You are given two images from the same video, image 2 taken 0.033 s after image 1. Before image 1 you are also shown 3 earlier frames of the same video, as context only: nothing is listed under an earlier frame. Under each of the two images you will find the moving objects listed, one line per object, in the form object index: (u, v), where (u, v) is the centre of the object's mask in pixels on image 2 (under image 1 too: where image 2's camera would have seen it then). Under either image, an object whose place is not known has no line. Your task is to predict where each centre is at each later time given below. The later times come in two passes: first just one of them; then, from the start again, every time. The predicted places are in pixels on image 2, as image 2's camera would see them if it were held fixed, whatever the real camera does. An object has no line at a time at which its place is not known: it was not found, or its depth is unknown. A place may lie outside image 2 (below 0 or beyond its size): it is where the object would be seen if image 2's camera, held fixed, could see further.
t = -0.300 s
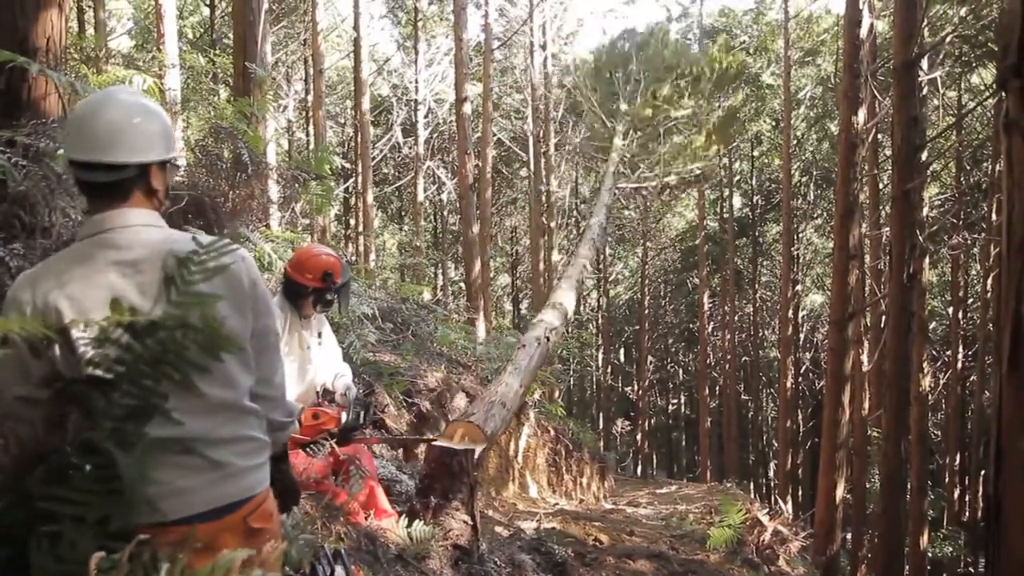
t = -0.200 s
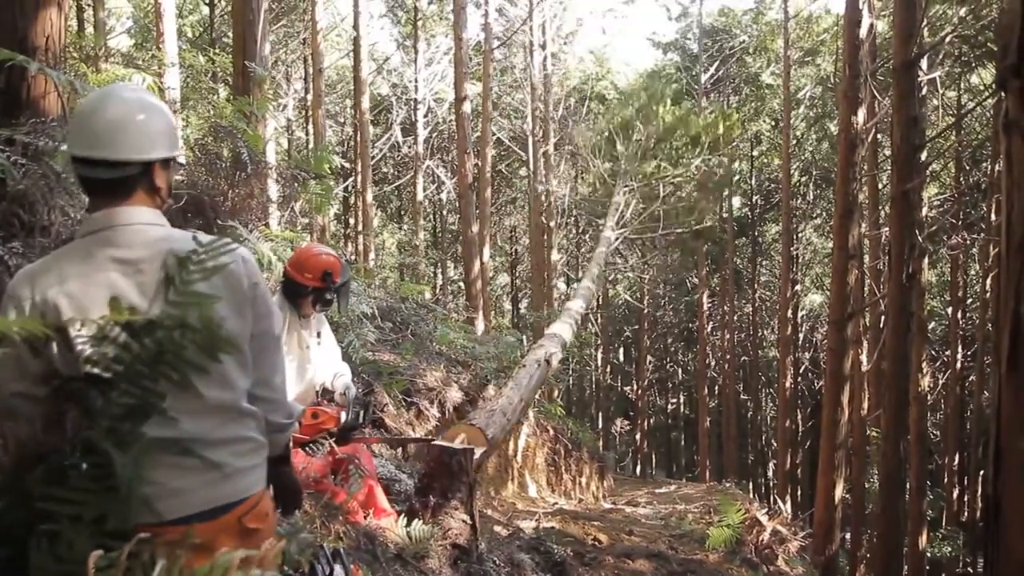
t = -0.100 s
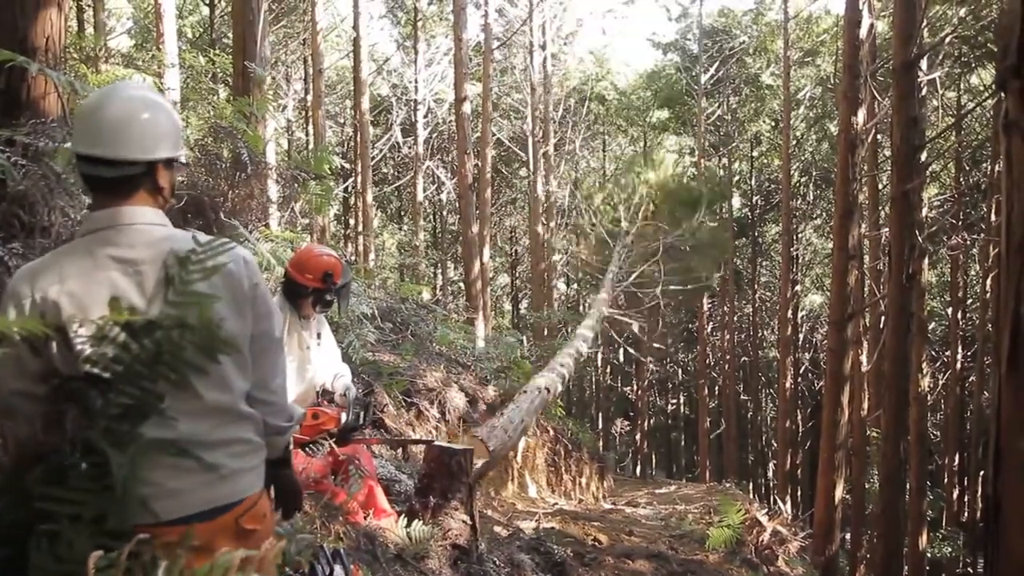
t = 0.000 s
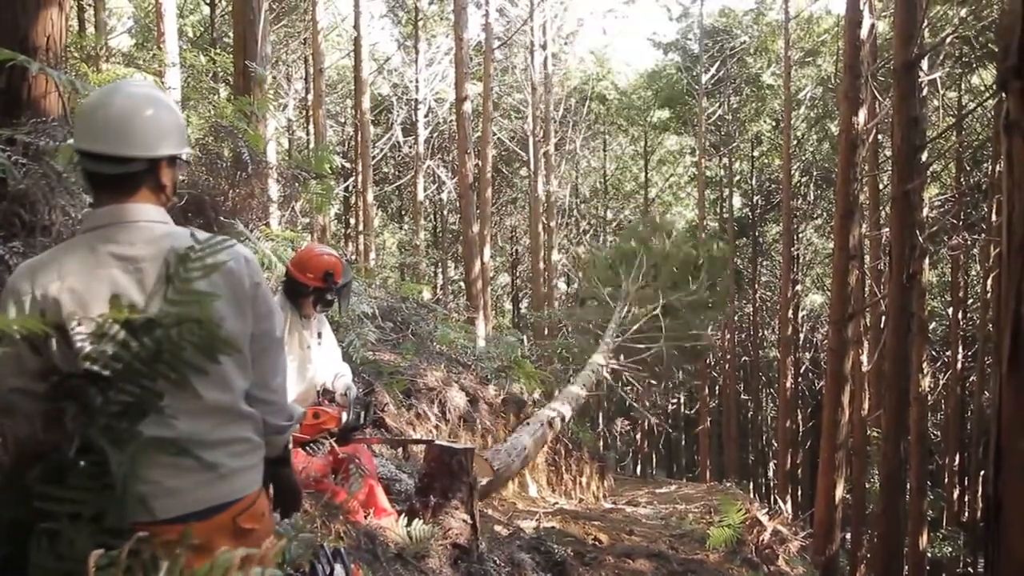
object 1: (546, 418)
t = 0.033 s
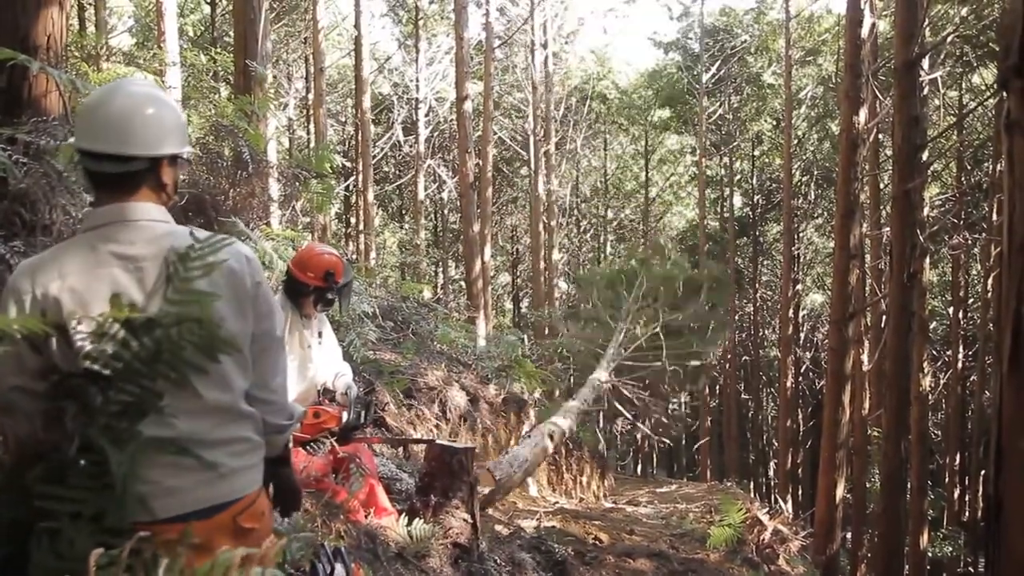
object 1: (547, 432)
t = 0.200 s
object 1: (547, 508)
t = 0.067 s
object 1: (545, 452)
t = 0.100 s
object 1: (546, 469)
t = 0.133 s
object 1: (551, 480)
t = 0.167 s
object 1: (549, 496)
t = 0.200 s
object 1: (547, 508)
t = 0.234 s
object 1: (542, 514)
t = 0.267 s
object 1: (539, 516)
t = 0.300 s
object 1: (540, 512)
